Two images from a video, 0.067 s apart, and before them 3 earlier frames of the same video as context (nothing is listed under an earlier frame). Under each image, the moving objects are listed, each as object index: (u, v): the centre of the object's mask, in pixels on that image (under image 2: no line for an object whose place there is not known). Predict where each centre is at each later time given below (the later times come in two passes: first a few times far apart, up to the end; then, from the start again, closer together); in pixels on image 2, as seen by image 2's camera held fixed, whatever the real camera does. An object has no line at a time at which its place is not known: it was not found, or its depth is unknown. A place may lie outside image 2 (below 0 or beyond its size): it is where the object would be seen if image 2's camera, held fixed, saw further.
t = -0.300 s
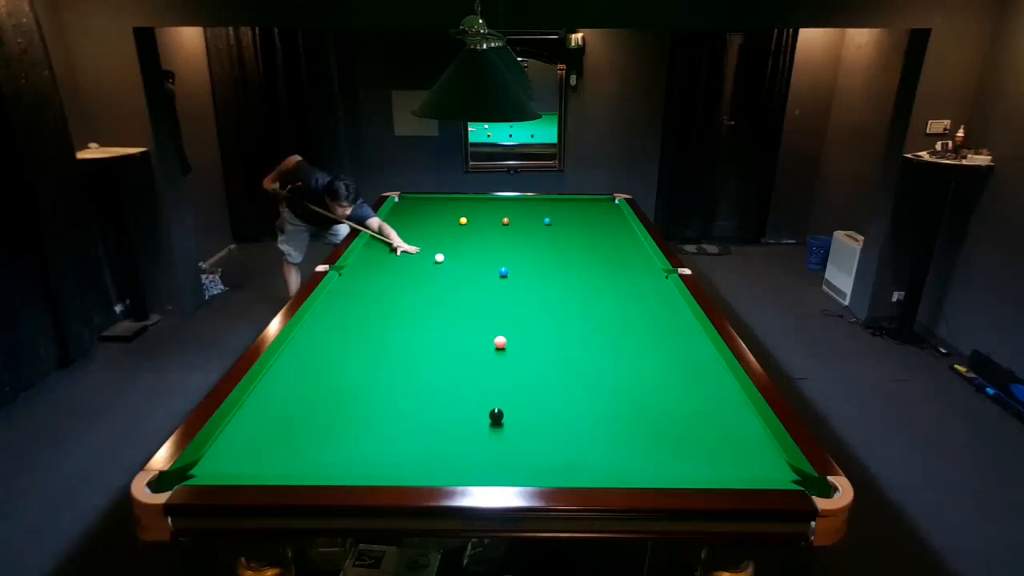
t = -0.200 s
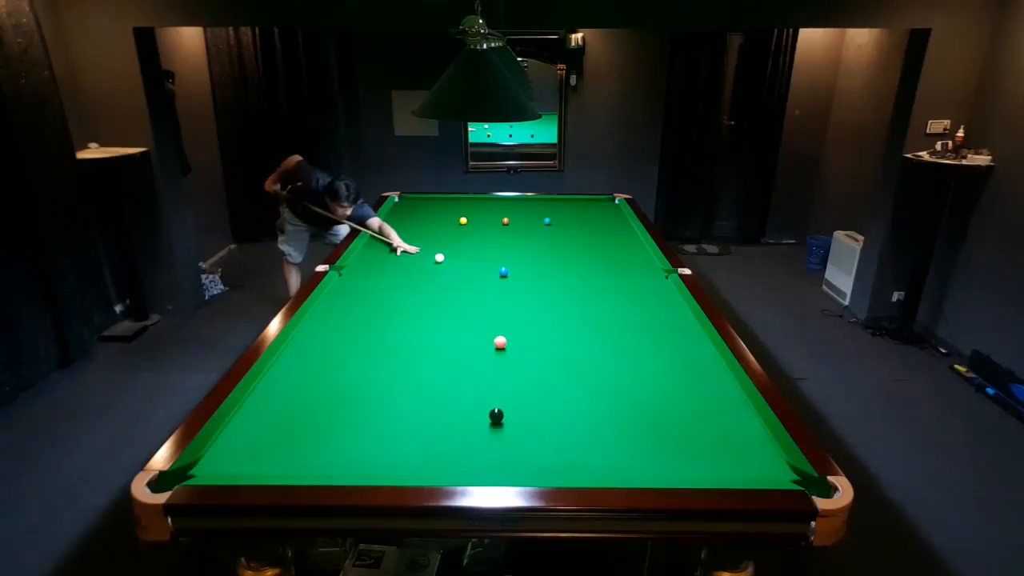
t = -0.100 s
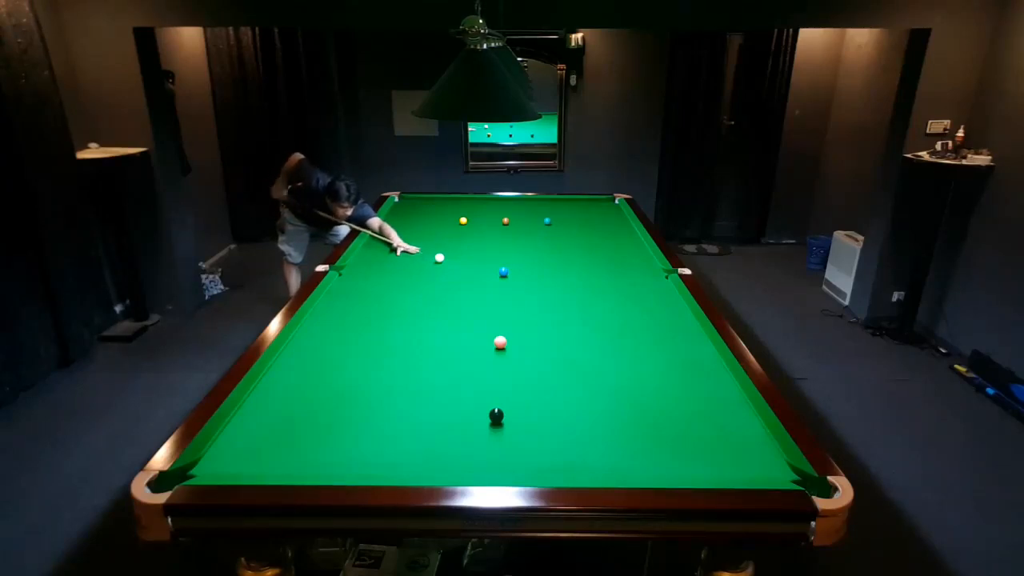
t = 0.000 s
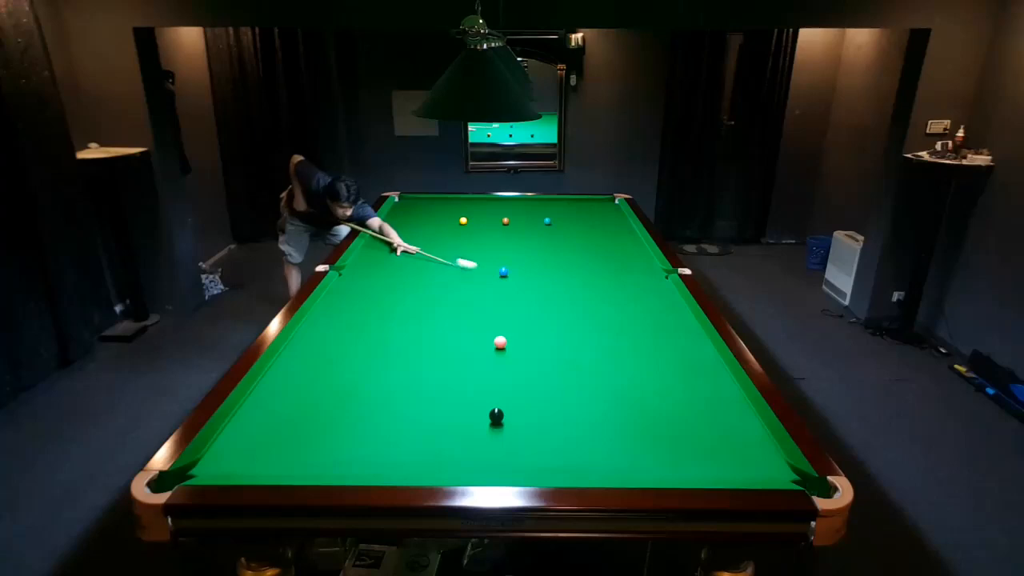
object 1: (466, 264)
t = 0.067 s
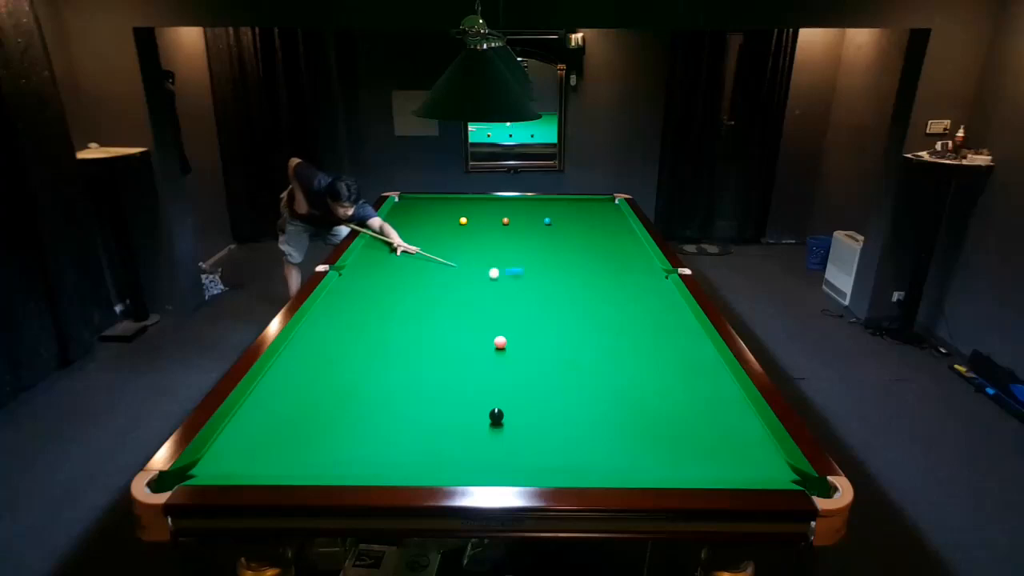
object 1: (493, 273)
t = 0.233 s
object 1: (491, 296)
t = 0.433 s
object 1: (481, 325)
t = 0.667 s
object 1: (456, 356)
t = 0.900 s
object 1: (423, 390)
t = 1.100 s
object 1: (388, 426)
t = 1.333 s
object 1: (341, 462)
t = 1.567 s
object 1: (306, 431)
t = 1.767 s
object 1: (278, 413)
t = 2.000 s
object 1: (263, 393)
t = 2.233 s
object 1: (298, 373)
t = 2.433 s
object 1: (323, 359)
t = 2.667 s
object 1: (348, 344)
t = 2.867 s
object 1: (367, 332)
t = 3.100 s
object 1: (386, 320)
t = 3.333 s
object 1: (403, 310)
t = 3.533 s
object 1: (417, 302)
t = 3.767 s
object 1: (431, 293)
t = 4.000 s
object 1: (443, 286)
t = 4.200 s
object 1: (453, 280)
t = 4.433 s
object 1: (463, 274)
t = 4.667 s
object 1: (472, 269)
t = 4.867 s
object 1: (479, 264)
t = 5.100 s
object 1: (486, 260)
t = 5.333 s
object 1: (493, 256)
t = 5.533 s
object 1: (499, 252)
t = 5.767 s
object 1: (504, 249)
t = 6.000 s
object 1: (509, 246)
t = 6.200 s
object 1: (513, 244)
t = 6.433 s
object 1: (516, 241)
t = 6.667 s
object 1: (519, 239)
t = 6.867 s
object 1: (522, 237)
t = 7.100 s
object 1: (524, 236)
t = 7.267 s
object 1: (526, 234)
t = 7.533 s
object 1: (528, 233)
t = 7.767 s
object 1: (530, 232)
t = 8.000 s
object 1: (531, 231)
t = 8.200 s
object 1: (532, 231)
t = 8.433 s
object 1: (533, 230)
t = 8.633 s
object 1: (534, 230)
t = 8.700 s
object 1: (534, 230)
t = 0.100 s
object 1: (494, 278)
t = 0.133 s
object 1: (493, 282)
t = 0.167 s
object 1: (493, 287)
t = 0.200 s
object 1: (492, 292)
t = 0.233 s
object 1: (491, 296)
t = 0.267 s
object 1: (490, 301)
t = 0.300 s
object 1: (489, 306)
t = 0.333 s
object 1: (487, 311)
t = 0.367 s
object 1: (485, 315)
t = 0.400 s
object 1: (483, 320)
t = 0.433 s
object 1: (481, 325)
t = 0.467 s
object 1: (478, 330)
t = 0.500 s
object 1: (475, 334)
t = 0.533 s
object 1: (472, 339)
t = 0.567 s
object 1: (468, 343)
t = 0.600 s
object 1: (464, 347)
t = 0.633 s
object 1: (460, 352)
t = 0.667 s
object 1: (456, 356)
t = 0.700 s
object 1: (452, 361)
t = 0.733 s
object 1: (447, 365)
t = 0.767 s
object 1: (442, 370)
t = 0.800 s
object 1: (438, 375)
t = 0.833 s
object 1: (433, 380)
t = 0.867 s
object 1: (428, 385)
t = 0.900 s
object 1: (423, 390)
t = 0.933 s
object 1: (418, 396)
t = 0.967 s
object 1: (412, 402)
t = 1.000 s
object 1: (406, 408)
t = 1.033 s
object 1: (401, 414)
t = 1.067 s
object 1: (394, 420)
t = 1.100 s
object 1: (388, 426)
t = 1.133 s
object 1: (382, 433)
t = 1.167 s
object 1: (375, 440)
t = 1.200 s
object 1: (368, 448)
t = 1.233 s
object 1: (361, 455)
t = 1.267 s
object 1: (354, 461)
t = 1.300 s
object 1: (347, 466)
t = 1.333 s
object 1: (341, 462)
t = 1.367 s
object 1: (336, 457)
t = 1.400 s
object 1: (331, 451)
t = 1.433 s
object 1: (326, 447)
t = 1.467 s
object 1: (321, 442)
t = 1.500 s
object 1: (316, 438)
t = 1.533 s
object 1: (311, 435)
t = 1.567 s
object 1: (306, 431)
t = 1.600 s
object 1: (301, 428)
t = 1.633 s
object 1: (296, 424)
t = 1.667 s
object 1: (292, 422)
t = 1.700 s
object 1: (287, 419)
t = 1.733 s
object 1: (283, 416)
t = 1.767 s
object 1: (278, 413)
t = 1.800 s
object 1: (274, 410)
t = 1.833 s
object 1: (270, 407)
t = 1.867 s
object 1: (266, 404)
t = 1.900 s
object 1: (261, 402)
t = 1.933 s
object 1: (257, 399)
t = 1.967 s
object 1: (256, 396)
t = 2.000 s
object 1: (263, 393)
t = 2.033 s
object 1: (269, 390)
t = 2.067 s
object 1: (275, 387)
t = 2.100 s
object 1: (280, 384)
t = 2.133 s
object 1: (285, 381)
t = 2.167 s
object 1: (289, 378)
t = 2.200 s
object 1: (294, 376)
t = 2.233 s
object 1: (298, 373)
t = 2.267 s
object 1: (302, 371)
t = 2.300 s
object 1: (307, 368)
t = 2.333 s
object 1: (311, 365)
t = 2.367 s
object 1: (315, 363)
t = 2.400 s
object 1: (319, 361)
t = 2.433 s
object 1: (323, 359)
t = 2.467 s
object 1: (326, 356)
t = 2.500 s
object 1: (330, 354)
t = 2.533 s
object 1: (334, 352)
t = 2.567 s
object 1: (337, 350)
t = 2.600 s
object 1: (341, 347)
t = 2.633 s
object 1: (344, 346)
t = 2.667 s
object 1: (348, 344)
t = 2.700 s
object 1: (351, 341)
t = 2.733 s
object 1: (354, 340)
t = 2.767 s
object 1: (357, 338)
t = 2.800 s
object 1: (361, 336)
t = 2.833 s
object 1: (364, 334)
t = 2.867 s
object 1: (367, 332)
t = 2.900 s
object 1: (369, 330)
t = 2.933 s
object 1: (372, 329)
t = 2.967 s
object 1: (375, 327)
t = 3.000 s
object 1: (378, 325)
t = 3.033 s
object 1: (381, 324)
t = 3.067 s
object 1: (383, 322)
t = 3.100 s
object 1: (386, 320)
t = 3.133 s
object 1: (389, 319)
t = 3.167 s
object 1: (391, 317)
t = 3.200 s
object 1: (394, 316)
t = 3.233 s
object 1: (396, 314)
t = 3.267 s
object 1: (399, 313)
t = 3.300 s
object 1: (401, 312)
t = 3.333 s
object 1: (403, 310)
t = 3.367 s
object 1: (406, 309)
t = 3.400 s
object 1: (408, 307)
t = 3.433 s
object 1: (410, 306)
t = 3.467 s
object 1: (413, 305)
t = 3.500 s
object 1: (415, 303)
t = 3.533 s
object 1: (417, 302)
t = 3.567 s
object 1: (419, 301)
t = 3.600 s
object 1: (421, 299)
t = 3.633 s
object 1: (423, 298)
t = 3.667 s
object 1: (425, 297)
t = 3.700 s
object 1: (427, 296)
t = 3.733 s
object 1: (429, 295)
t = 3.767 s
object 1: (431, 293)
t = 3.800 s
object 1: (432, 292)
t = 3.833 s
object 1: (434, 291)
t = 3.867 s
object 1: (436, 290)
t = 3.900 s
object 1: (438, 289)
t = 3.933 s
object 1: (440, 288)
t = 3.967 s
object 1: (441, 287)
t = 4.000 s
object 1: (443, 286)
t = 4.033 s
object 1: (445, 285)
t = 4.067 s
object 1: (446, 284)
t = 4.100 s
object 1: (448, 283)
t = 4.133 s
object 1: (450, 282)
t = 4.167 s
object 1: (451, 281)
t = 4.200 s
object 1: (453, 280)
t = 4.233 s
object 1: (454, 279)
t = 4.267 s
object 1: (456, 279)
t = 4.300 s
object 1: (457, 277)
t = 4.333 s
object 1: (458, 277)
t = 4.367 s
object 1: (460, 276)
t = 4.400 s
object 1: (461, 275)
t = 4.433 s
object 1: (463, 274)
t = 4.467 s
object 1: (464, 273)
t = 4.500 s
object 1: (466, 272)
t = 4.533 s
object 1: (467, 272)
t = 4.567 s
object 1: (468, 271)
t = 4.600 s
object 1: (470, 270)
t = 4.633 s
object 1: (471, 269)
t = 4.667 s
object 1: (472, 269)
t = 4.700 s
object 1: (473, 268)
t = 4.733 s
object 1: (474, 267)
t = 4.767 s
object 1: (476, 266)
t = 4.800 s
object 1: (477, 266)
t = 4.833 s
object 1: (478, 265)
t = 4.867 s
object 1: (479, 264)
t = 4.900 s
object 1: (480, 263)
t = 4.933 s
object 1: (481, 263)
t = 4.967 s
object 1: (482, 262)
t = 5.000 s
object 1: (484, 262)
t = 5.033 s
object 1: (484, 261)
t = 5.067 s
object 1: (485, 260)
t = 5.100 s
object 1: (486, 260)
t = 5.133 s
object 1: (488, 259)
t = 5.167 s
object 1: (488, 258)
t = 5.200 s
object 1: (489, 258)
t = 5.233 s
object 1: (490, 257)
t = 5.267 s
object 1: (492, 257)
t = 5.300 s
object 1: (492, 256)
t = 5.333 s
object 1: (493, 256)
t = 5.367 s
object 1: (494, 255)
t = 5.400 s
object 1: (495, 254)
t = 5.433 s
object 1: (496, 254)
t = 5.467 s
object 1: (497, 253)
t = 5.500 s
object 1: (498, 253)
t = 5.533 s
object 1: (499, 252)
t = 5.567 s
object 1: (499, 252)
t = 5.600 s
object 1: (500, 251)
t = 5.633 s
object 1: (501, 251)
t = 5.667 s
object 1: (502, 250)
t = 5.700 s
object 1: (503, 250)
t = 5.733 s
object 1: (503, 250)
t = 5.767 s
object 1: (504, 249)
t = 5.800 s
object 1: (505, 249)
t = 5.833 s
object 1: (505, 248)
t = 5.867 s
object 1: (506, 248)
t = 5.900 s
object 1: (507, 247)
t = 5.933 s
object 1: (507, 247)
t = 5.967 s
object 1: (508, 246)
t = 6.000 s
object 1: (509, 246)
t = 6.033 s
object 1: (509, 246)
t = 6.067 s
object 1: (510, 245)
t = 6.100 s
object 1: (511, 245)
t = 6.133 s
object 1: (511, 244)
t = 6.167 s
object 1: (512, 244)
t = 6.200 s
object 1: (513, 244)
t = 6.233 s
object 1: (513, 243)
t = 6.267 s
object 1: (514, 243)
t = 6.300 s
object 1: (514, 243)
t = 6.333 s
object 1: (515, 242)
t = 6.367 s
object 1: (515, 242)
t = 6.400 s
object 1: (516, 242)
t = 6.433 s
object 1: (516, 241)
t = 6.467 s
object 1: (517, 241)
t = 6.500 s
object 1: (517, 241)
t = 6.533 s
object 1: (518, 240)
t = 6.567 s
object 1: (518, 240)
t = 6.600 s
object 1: (519, 240)
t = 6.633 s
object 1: (519, 239)
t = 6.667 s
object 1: (519, 239)
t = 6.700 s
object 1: (520, 239)
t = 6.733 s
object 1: (520, 238)
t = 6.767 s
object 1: (521, 238)
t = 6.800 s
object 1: (521, 238)
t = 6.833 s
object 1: (521, 238)
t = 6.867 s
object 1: (522, 237)
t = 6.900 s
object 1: (522, 237)
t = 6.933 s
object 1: (523, 237)
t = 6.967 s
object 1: (523, 237)
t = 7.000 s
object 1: (524, 236)
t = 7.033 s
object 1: (524, 236)
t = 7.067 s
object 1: (524, 236)
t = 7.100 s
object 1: (524, 236)
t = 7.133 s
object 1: (525, 235)
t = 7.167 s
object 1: (525, 235)
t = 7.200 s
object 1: (525, 235)
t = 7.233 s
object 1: (526, 235)
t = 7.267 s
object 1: (526, 234)
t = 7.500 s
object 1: (528, 233)
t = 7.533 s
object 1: (528, 233)
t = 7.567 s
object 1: (529, 233)
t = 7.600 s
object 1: (529, 233)
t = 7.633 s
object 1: (529, 233)
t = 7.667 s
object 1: (529, 232)
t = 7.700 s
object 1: (530, 232)
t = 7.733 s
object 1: (530, 232)
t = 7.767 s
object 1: (530, 232)
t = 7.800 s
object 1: (530, 232)
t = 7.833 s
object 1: (530, 232)
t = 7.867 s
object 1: (530, 232)
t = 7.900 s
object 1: (531, 232)
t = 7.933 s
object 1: (531, 232)
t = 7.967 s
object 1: (531, 231)
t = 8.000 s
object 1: (531, 231)
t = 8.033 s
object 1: (531, 231)
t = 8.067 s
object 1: (532, 231)
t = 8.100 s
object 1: (532, 231)
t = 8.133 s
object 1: (532, 231)
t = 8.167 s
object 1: (532, 231)
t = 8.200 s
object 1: (532, 231)
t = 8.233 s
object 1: (532, 231)
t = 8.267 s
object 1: (533, 231)
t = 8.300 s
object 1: (533, 231)
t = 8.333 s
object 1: (533, 231)
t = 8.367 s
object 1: (533, 231)
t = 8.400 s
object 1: (533, 231)
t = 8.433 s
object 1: (533, 230)
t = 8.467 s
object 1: (533, 230)
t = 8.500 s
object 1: (533, 230)
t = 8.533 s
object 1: (533, 230)
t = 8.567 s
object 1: (534, 230)
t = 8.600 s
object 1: (534, 230)
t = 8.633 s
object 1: (534, 230)
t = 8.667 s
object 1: (534, 230)
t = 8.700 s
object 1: (534, 230)
